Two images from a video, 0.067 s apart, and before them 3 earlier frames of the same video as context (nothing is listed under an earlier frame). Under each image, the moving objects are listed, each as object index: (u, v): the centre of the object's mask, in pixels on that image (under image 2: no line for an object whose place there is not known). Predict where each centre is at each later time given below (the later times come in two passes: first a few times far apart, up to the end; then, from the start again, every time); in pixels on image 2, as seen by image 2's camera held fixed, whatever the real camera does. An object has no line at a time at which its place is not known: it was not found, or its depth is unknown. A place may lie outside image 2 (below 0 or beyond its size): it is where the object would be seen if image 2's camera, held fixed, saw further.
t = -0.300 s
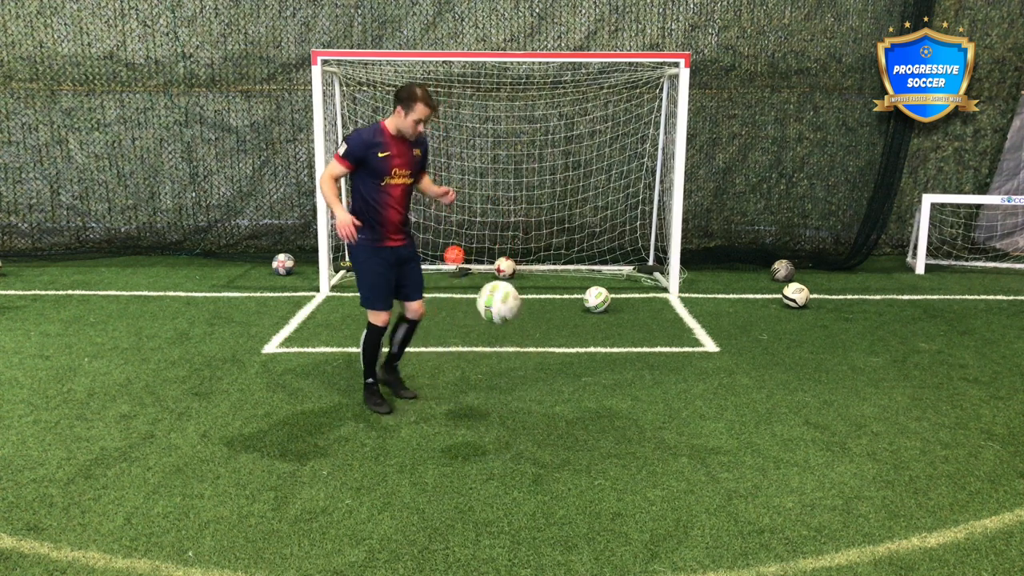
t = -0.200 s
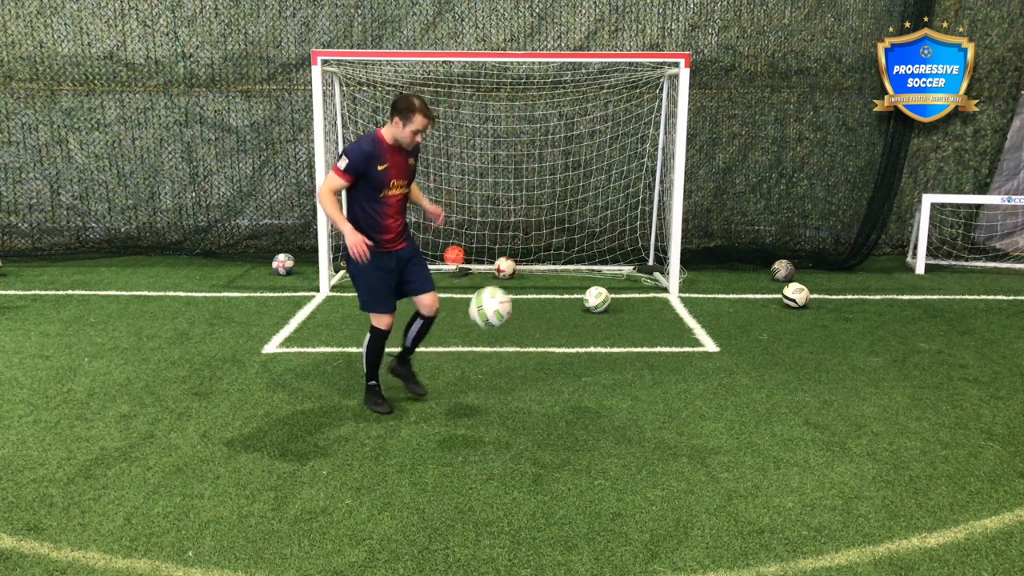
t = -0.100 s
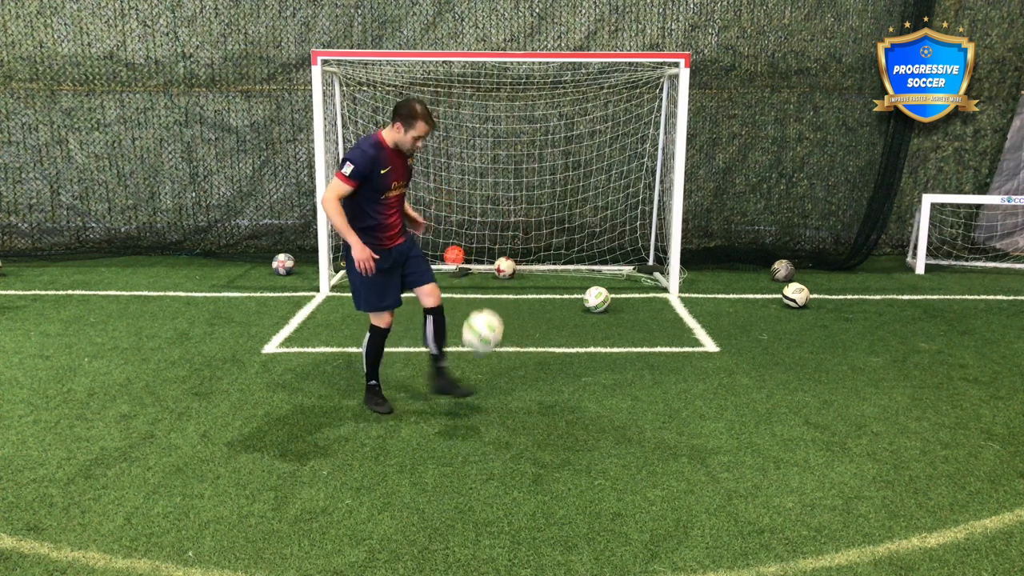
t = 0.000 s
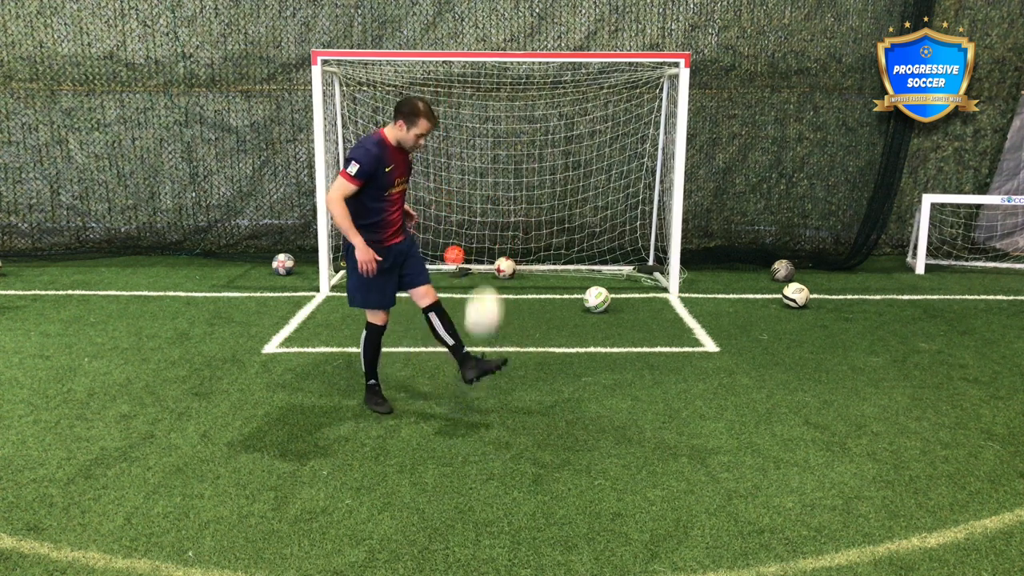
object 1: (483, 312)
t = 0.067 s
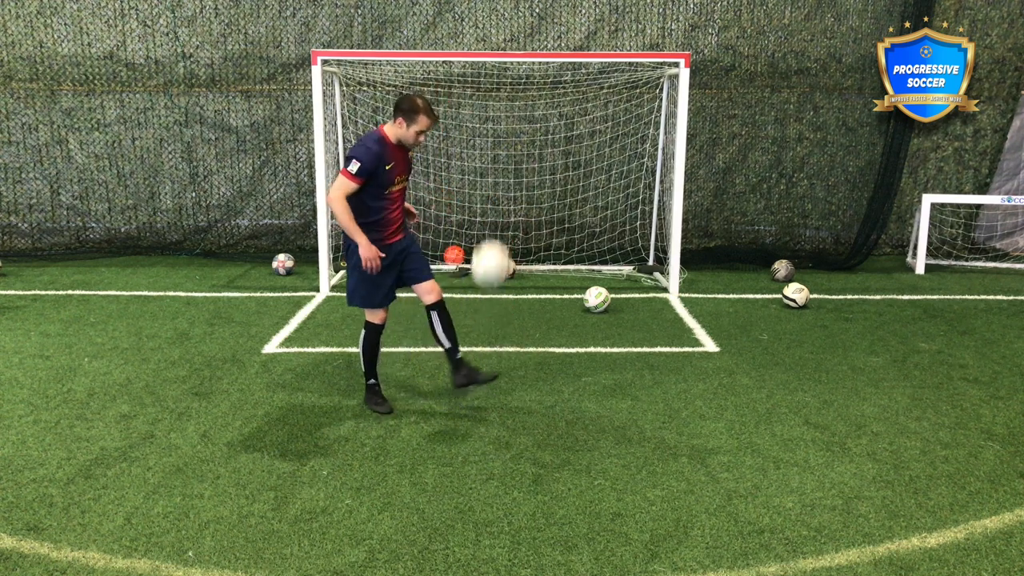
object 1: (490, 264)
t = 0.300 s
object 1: (512, 158)
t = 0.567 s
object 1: (534, 160)
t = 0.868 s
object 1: (557, 313)
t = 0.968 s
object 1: (564, 386)
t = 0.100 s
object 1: (493, 241)
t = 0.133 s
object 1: (496, 224)
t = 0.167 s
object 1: (499, 208)
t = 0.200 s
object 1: (502, 193)
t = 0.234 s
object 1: (505, 178)
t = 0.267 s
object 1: (508, 168)
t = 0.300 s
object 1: (512, 158)
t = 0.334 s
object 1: (515, 151)
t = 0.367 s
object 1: (518, 146)
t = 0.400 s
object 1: (520, 144)
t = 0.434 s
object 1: (523, 143)
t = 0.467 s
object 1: (526, 144)
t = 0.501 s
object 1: (529, 147)
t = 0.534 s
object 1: (531, 152)
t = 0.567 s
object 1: (534, 160)
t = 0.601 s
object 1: (537, 169)
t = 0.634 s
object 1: (540, 181)
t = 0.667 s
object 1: (542, 194)
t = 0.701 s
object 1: (545, 209)
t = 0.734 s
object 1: (548, 227)
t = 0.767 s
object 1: (550, 244)
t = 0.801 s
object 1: (553, 266)
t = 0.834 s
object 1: (556, 290)
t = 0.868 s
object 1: (557, 313)
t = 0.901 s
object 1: (560, 338)
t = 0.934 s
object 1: (563, 366)
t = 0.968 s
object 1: (564, 386)
